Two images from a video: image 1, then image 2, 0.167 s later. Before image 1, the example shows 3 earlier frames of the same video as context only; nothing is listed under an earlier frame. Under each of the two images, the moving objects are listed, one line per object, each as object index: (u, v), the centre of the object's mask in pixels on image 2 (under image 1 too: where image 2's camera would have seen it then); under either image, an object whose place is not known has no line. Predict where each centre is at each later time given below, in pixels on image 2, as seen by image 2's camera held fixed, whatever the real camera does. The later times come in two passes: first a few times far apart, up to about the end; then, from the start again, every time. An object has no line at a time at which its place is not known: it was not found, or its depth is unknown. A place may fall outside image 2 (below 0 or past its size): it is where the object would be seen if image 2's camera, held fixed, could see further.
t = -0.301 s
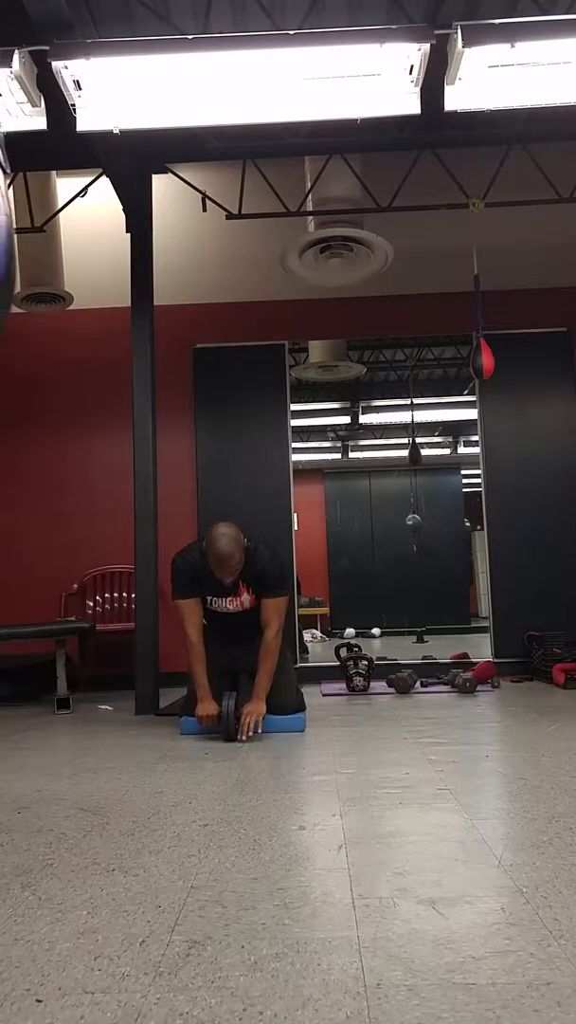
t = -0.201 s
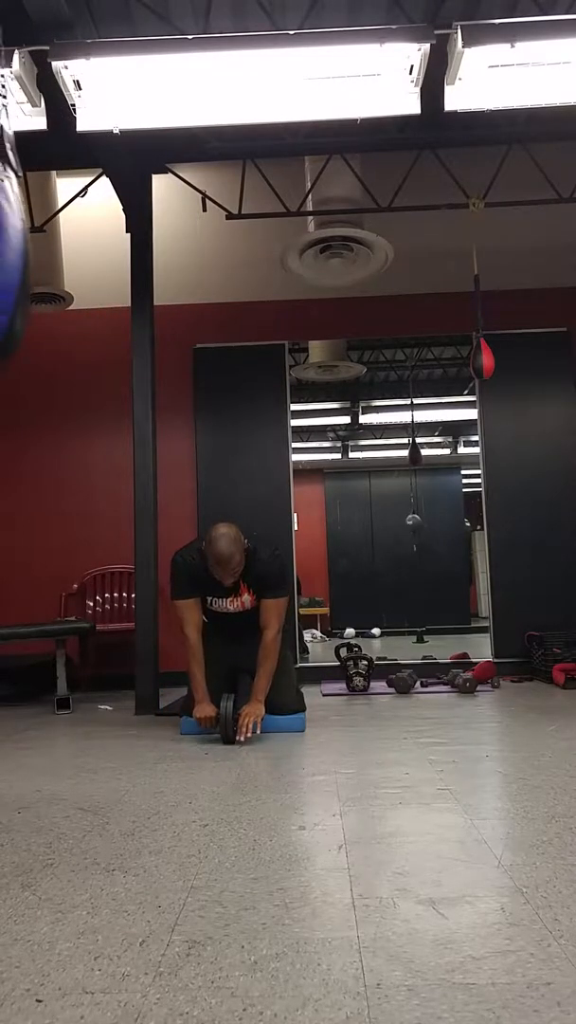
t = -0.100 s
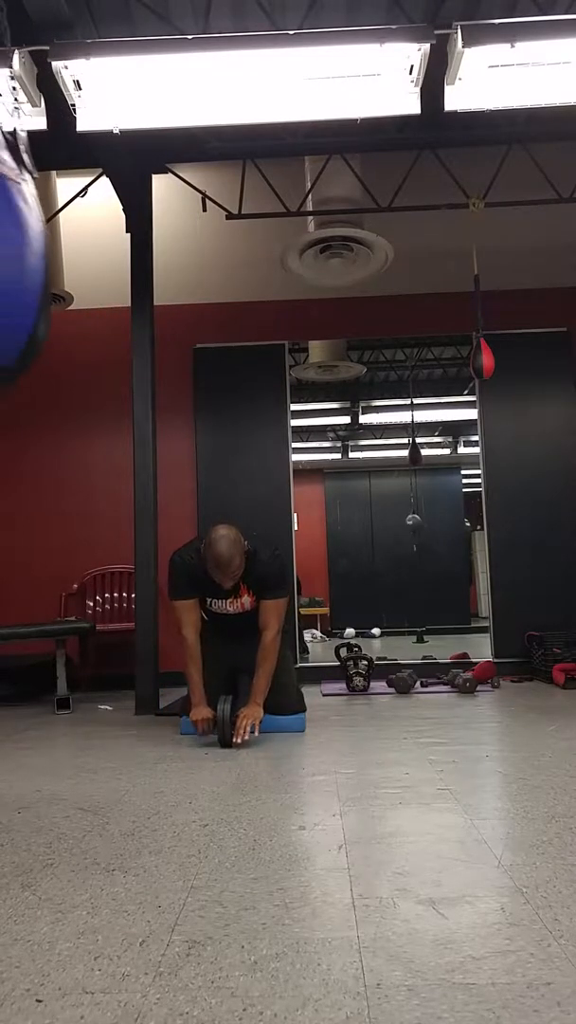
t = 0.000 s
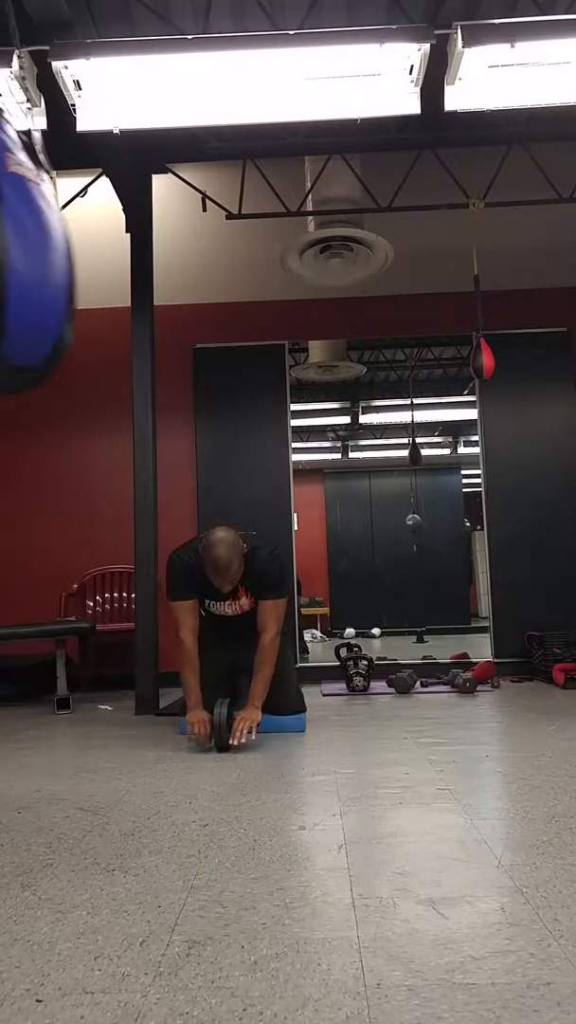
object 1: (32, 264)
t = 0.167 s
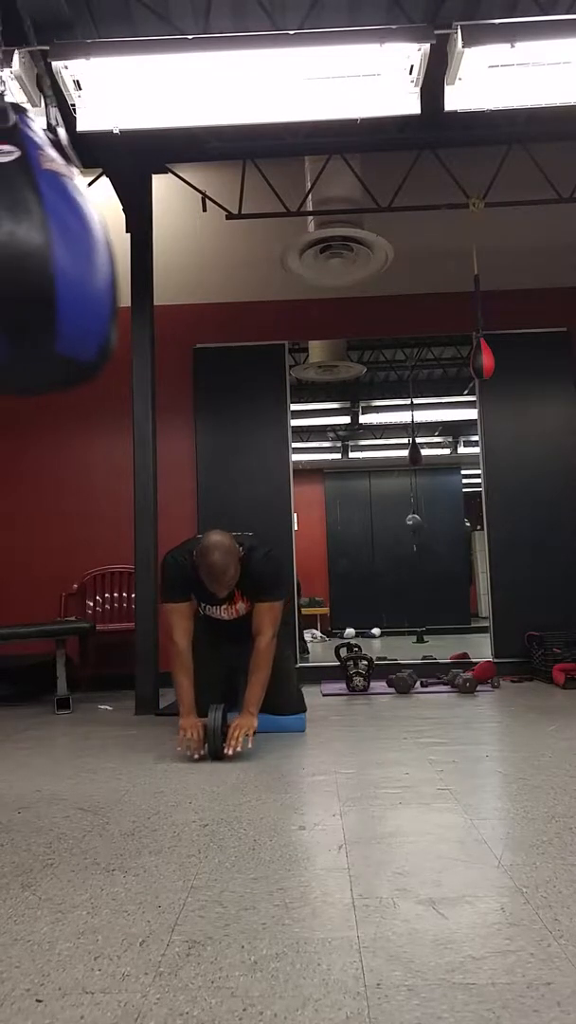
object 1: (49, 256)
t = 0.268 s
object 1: (60, 251)
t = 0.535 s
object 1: (78, 231)
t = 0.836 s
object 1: (70, 226)
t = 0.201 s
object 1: (52, 255)
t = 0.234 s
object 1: (56, 256)
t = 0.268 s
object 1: (60, 251)
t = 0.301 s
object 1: (63, 251)
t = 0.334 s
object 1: (66, 246)
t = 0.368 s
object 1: (68, 243)
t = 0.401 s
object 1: (71, 240)
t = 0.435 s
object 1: (73, 237)
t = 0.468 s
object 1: (75, 235)
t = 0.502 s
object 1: (77, 233)
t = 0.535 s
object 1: (78, 231)
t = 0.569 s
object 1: (79, 230)
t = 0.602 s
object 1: (80, 228)
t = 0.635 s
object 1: (80, 227)
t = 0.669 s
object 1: (79, 226)
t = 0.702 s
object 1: (78, 226)
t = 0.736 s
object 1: (77, 226)
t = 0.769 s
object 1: (75, 225)
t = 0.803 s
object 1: (73, 227)
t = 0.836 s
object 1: (70, 226)
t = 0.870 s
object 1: (67, 226)
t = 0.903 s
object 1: (64, 228)
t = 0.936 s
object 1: (61, 230)
